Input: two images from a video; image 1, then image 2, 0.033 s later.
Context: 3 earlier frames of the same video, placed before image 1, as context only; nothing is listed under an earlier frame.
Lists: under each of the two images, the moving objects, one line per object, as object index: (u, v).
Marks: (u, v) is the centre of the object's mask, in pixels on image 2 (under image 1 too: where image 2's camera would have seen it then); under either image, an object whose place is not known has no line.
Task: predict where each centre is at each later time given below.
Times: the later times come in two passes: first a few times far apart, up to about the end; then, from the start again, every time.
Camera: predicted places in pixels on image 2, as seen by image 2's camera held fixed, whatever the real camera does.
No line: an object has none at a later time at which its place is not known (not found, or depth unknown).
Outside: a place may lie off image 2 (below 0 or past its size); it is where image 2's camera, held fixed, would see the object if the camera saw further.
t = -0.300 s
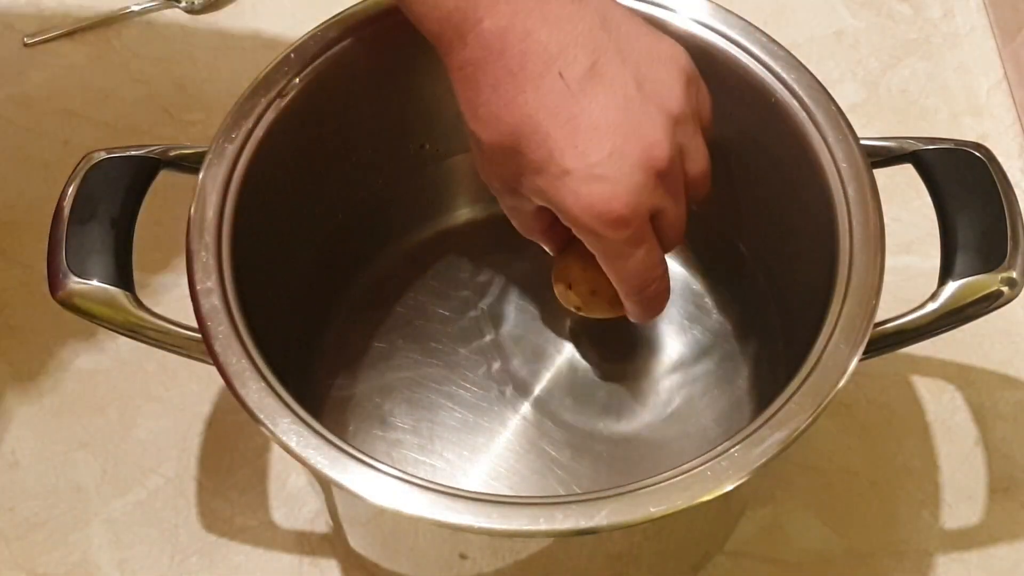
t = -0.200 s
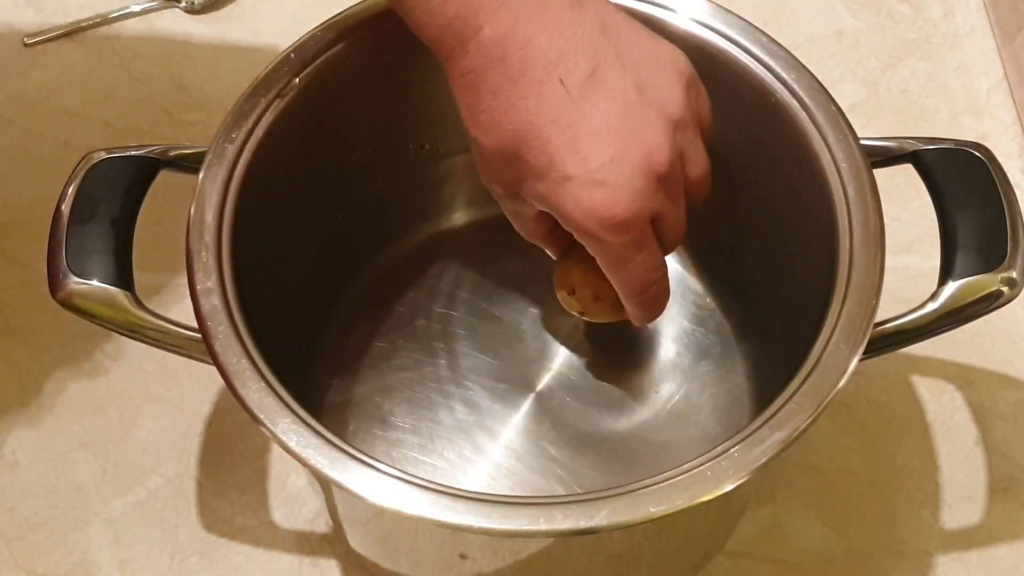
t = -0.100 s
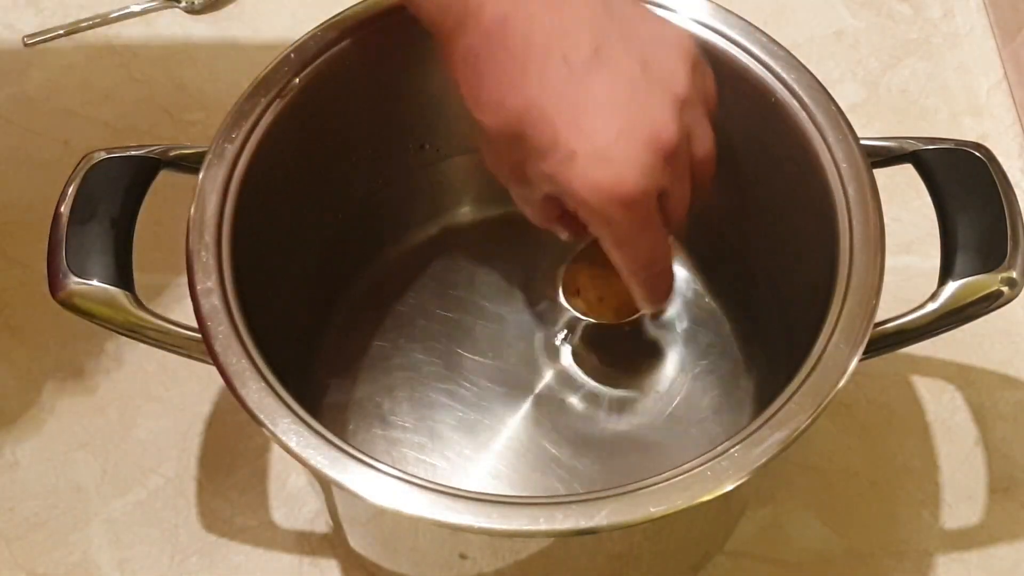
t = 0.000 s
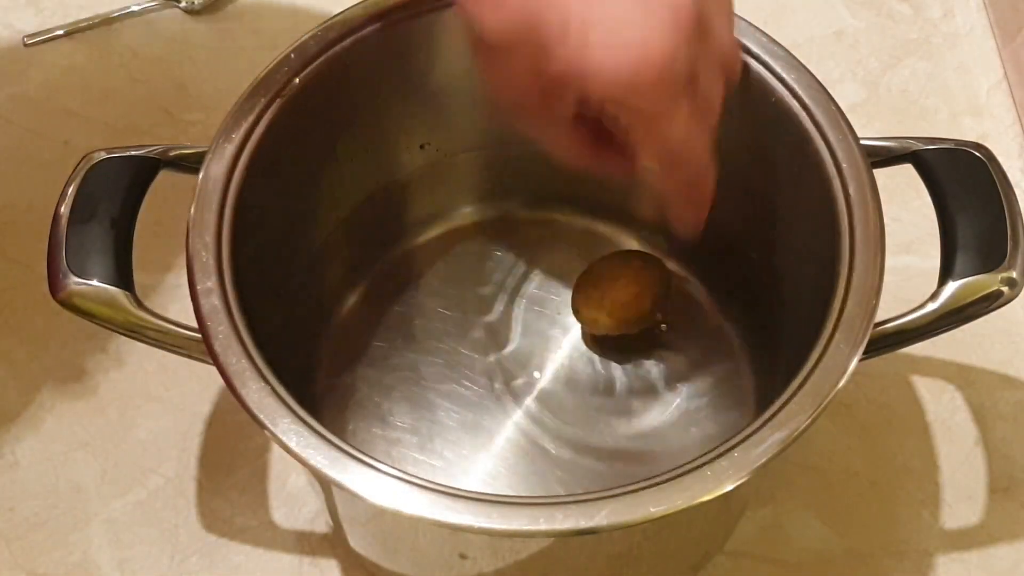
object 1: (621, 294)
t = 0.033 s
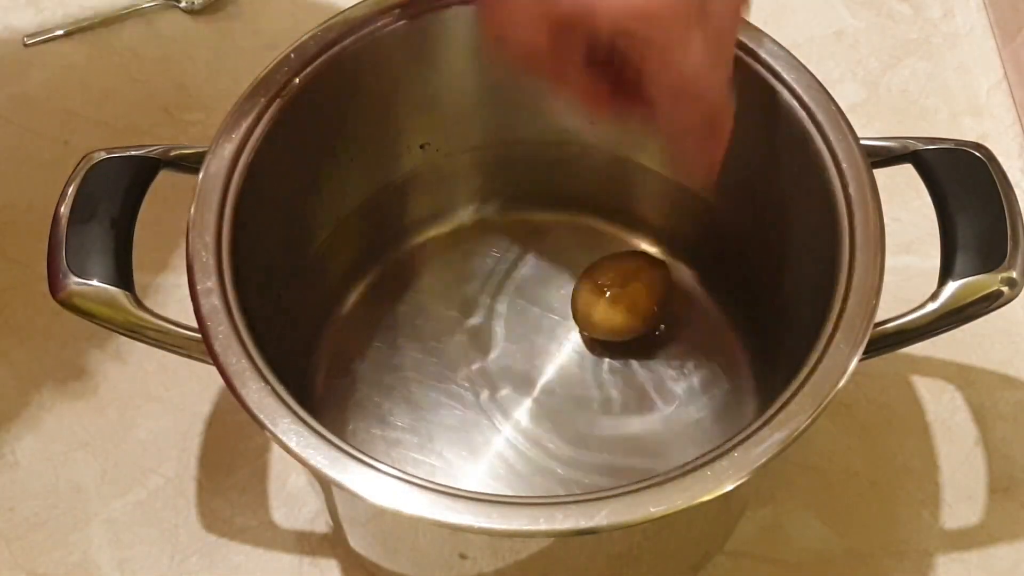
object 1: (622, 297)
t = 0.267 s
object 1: (644, 304)
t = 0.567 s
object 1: (677, 306)
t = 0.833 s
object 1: (696, 317)
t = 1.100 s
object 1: (709, 335)
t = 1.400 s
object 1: (725, 355)
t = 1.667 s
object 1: (731, 368)
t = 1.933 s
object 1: (728, 369)
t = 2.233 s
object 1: (727, 362)
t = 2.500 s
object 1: (723, 351)
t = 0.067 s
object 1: (620, 298)
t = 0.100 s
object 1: (624, 300)
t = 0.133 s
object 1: (626, 307)
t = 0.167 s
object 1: (632, 310)
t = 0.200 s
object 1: (635, 311)
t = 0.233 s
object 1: (639, 301)
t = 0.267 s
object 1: (644, 304)
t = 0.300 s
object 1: (649, 305)
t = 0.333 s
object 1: (653, 306)
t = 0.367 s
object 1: (658, 305)
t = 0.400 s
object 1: (662, 302)
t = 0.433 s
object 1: (665, 304)
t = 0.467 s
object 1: (668, 306)
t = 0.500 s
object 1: (672, 304)
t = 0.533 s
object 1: (675, 305)
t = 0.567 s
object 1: (677, 306)
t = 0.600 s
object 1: (681, 308)
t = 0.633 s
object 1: (683, 308)
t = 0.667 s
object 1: (686, 309)
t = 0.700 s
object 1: (689, 310)
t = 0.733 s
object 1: (692, 312)
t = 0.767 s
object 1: (693, 313)
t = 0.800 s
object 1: (694, 315)
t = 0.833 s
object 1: (696, 317)
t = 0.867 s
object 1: (698, 318)
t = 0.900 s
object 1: (698, 320)
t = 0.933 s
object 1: (700, 323)
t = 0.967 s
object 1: (702, 325)
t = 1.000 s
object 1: (704, 328)
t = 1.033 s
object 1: (705, 330)
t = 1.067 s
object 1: (707, 333)
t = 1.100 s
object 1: (709, 335)
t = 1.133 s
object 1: (710, 337)
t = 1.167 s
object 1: (711, 340)
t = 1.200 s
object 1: (713, 343)
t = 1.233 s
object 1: (714, 345)
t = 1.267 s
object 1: (717, 347)
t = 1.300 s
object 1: (719, 350)
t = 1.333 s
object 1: (721, 351)
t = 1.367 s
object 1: (723, 353)
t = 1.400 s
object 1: (725, 355)
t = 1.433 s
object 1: (726, 358)
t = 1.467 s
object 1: (727, 359)
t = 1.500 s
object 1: (727, 361)
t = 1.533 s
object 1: (728, 363)
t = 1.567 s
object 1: (729, 365)
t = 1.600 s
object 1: (730, 366)
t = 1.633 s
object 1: (731, 367)
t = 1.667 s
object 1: (731, 368)
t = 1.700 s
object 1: (730, 368)
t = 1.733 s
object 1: (729, 369)
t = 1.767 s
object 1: (728, 369)
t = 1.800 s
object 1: (728, 370)
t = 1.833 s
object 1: (728, 370)
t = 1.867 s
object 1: (728, 370)
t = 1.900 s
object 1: (728, 369)
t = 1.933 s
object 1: (728, 369)
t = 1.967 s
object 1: (728, 369)
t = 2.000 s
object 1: (727, 368)
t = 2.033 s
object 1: (727, 367)
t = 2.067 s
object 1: (726, 366)
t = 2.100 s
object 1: (726, 366)
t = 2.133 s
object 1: (725, 365)
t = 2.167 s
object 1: (725, 364)
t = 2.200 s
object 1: (726, 363)
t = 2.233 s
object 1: (727, 362)
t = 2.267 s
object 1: (726, 361)
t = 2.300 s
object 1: (725, 359)
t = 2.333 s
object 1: (725, 358)
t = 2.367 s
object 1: (725, 356)
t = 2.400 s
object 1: (724, 354)
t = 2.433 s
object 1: (723, 353)
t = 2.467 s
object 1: (723, 352)
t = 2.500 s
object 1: (723, 351)
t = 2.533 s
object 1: (723, 349)
